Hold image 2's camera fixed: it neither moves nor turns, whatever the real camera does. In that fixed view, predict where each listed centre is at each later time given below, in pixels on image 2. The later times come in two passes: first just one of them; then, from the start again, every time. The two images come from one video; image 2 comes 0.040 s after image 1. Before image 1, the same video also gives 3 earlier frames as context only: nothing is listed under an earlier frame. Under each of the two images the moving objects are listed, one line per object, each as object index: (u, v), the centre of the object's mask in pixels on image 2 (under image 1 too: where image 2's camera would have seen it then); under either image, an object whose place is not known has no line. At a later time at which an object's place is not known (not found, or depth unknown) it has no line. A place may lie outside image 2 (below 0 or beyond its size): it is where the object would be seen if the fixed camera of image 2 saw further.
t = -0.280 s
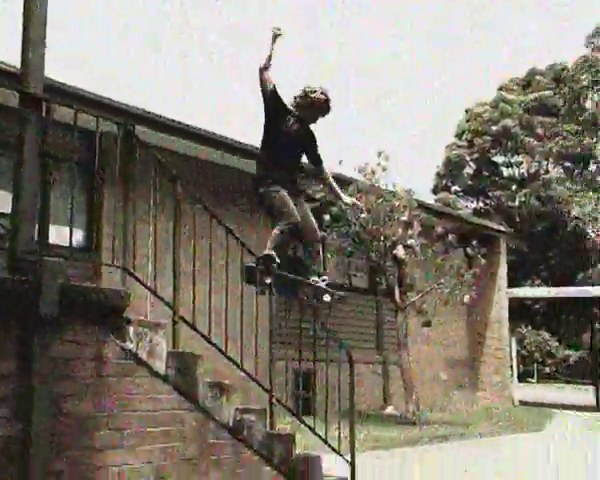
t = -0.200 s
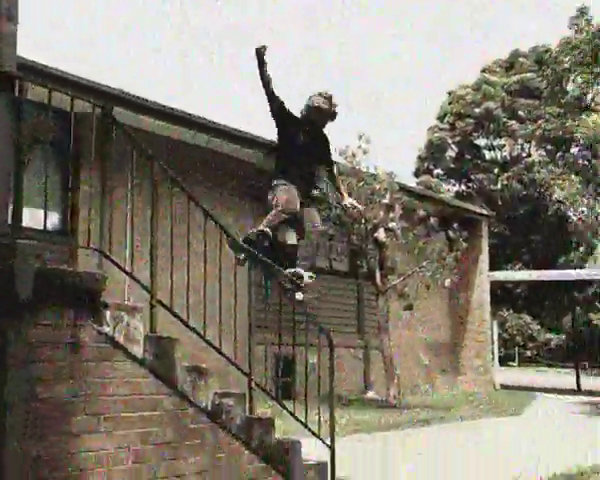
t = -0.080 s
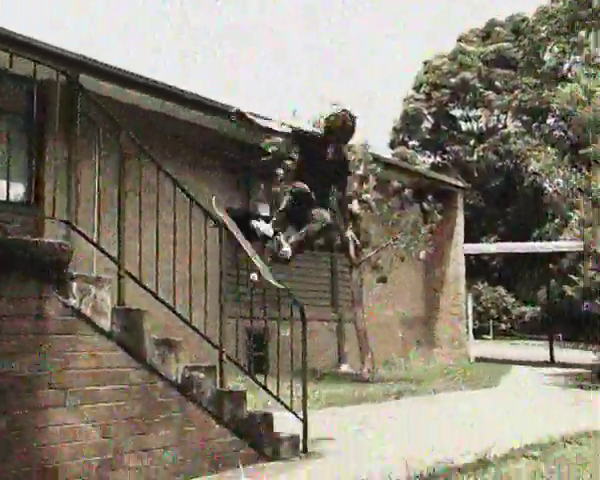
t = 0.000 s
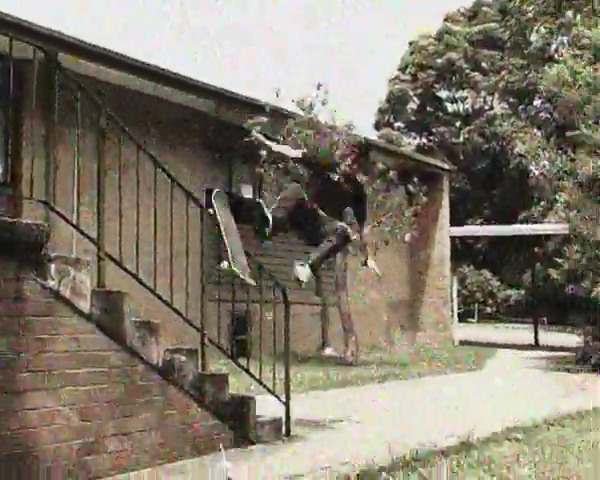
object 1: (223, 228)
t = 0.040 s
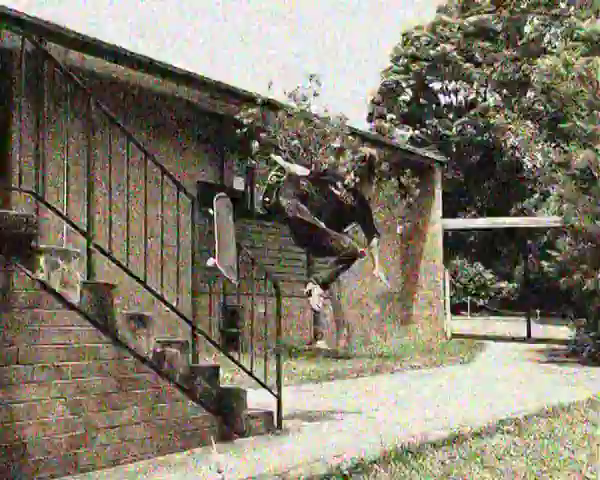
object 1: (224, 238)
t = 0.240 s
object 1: (223, 253)
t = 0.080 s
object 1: (224, 236)
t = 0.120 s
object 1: (223, 238)
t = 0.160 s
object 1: (224, 243)
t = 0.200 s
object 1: (225, 247)
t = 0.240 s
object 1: (223, 253)
